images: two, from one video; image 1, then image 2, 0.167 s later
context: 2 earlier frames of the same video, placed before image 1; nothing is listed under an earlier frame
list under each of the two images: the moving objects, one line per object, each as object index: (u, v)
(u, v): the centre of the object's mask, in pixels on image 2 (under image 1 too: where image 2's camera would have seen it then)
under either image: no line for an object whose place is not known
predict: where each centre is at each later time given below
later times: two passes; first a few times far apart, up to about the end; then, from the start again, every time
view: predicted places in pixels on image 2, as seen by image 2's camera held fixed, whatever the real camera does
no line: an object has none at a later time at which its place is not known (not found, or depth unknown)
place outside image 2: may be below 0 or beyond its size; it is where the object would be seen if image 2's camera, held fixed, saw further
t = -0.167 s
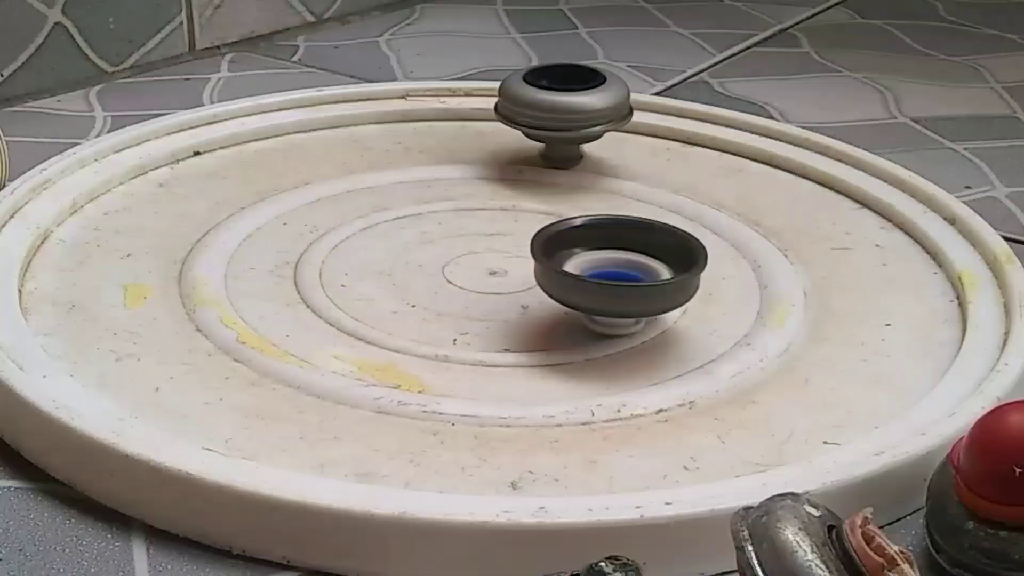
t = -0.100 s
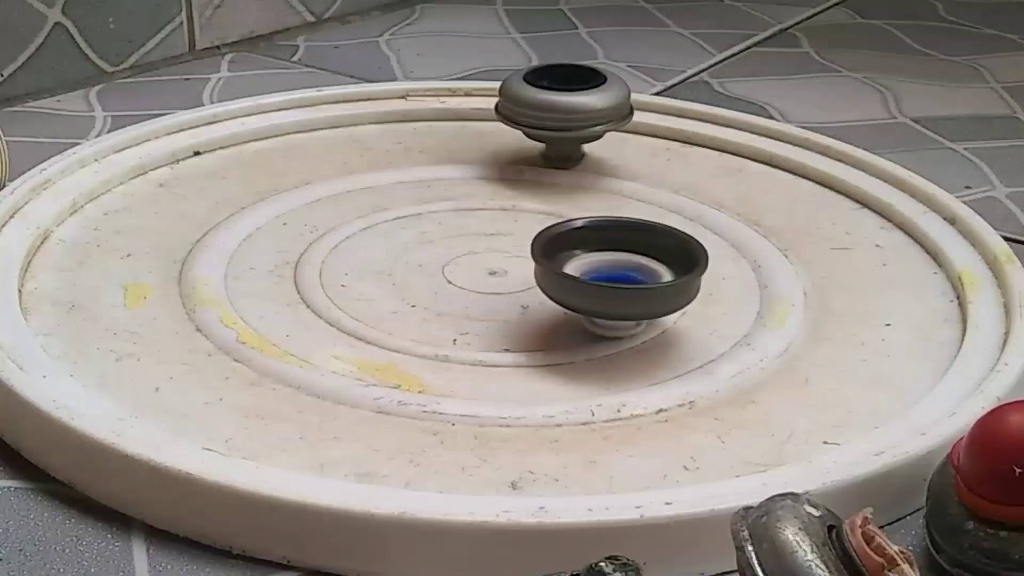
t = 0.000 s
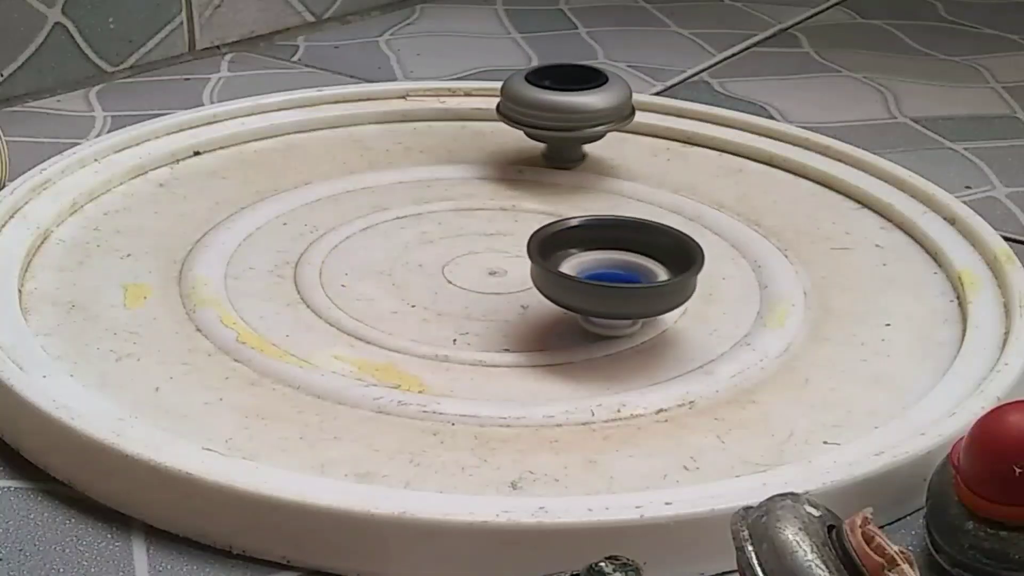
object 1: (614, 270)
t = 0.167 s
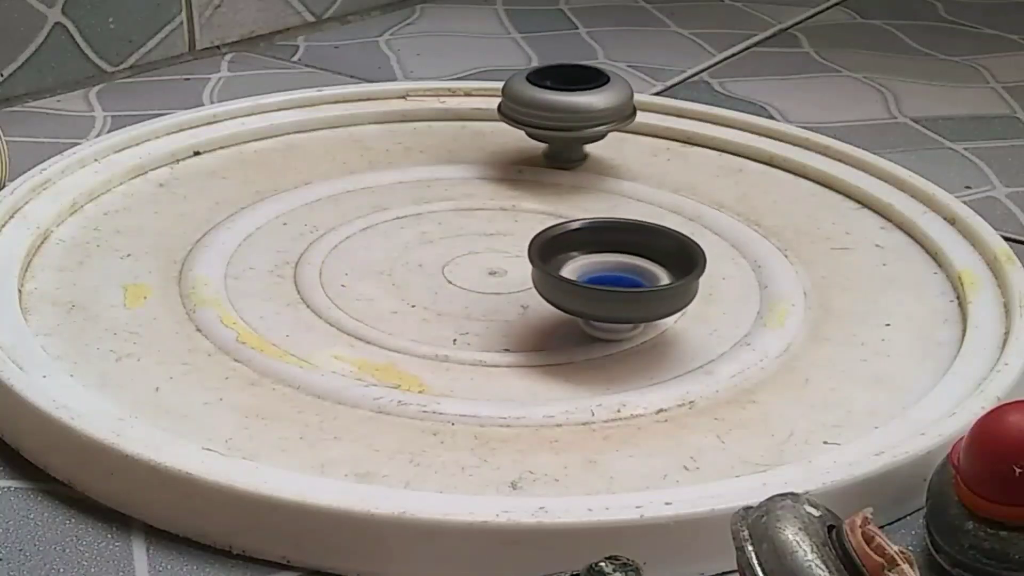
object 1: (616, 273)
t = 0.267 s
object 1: (620, 271)
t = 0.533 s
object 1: (636, 264)
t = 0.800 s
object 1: (646, 256)
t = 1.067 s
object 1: (660, 244)
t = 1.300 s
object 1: (661, 243)
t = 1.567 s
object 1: (660, 237)
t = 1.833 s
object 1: (662, 239)
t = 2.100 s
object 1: (662, 240)
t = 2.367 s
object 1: (663, 239)
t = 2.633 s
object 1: (663, 241)
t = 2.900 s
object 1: (664, 241)
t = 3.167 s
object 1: (664, 241)
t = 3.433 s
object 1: (664, 241)
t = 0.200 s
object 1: (616, 273)
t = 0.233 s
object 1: (619, 272)
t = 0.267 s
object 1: (620, 271)
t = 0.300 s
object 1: (622, 271)
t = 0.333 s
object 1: (625, 270)
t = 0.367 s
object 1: (626, 269)
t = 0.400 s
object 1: (630, 268)
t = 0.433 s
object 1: (631, 266)
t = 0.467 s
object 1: (633, 266)
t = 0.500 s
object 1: (635, 265)
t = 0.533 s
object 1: (636, 264)
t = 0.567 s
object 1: (638, 263)
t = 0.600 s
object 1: (639, 263)
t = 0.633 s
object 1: (639, 262)
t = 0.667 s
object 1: (641, 261)
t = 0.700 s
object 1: (642, 260)
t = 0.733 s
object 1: (643, 257)
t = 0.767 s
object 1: (643, 256)
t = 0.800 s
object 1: (646, 256)
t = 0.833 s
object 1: (649, 254)
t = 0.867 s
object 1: (650, 253)
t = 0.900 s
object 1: (654, 251)
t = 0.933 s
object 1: (655, 249)
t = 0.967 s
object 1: (658, 248)
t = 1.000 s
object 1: (654, 243)
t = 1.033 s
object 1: (657, 243)
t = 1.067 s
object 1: (660, 244)
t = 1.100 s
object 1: (656, 243)
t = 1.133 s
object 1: (659, 244)
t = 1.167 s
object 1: (656, 240)
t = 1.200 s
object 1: (658, 240)
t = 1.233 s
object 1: (662, 244)
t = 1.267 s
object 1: (661, 243)
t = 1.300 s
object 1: (661, 243)
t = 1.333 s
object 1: (663, 242)
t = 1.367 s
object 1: (664, 241)
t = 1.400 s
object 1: (664, 240)
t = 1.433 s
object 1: (663, 239)
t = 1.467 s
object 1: (664, 239)
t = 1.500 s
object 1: (661, 238)
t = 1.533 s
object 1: (664, 238)
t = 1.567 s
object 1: (660, 237)
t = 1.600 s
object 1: (661, 238)
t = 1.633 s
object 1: (665, 239)
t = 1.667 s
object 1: (662, 237)
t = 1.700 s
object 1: (666, 238)
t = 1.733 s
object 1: (659, 238)
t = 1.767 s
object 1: (662, 239)
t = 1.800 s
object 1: (663, 239)
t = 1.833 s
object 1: (662, 239)
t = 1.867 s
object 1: (664, 240)
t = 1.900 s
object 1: (663, 240)
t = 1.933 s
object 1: (664, 239)
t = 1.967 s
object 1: (664, 239)
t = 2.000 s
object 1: (664, 240)
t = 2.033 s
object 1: (663, 239)
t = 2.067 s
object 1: (664, 239)
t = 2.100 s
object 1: (662, 240)
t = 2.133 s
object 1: (663, 240)
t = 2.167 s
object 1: (662, 241)
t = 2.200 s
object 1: (663, 241)
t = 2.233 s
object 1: (662, 241)
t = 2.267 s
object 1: (662, 241)
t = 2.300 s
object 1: (663, 241)
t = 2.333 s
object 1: (662, 241)
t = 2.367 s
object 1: (663, 239)
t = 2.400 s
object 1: (658, 238)
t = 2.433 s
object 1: (658, 238)
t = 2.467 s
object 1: (662, 240)
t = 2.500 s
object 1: (662, 241)
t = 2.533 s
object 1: (663, 241)
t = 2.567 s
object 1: (662, 240)
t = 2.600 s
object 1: (664, 241)
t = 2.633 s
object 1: (663, 241)
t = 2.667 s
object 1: (663, 241)
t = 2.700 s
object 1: (664, 241)
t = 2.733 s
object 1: (663, 241)
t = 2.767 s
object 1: (663, 241)
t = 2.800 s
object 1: (664, 241)
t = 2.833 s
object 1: (663, 241)
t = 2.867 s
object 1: (664, 241)
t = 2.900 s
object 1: (664, 241)
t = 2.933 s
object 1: (664, 241)
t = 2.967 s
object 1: (664, 241)
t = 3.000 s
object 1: (664, 241)
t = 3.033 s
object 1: (664, 241)
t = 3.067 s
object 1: (664, 241)
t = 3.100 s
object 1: (665, 242)
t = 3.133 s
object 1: (664, 241)
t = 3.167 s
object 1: (664, 241)
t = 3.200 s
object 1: (664, 241)
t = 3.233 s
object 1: (664, 241)
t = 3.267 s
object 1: (664, 241)
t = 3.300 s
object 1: (664, 241)
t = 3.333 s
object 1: (664, 241)
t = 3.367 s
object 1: (665, 242)
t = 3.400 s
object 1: (665, 241)
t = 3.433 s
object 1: (664, 241)
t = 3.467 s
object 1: (664, 241)
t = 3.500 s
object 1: (664, 241)
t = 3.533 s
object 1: (665, 241)
